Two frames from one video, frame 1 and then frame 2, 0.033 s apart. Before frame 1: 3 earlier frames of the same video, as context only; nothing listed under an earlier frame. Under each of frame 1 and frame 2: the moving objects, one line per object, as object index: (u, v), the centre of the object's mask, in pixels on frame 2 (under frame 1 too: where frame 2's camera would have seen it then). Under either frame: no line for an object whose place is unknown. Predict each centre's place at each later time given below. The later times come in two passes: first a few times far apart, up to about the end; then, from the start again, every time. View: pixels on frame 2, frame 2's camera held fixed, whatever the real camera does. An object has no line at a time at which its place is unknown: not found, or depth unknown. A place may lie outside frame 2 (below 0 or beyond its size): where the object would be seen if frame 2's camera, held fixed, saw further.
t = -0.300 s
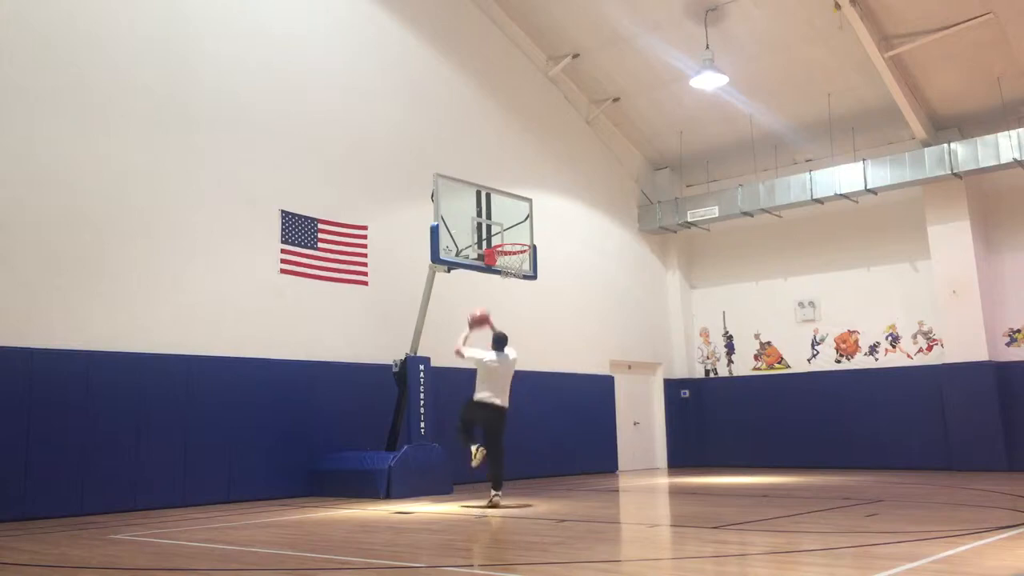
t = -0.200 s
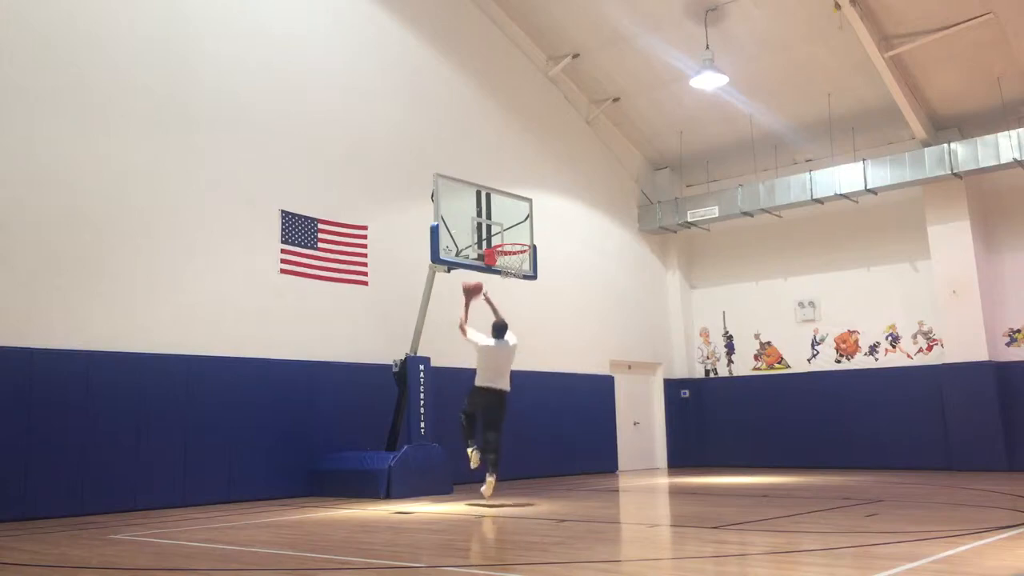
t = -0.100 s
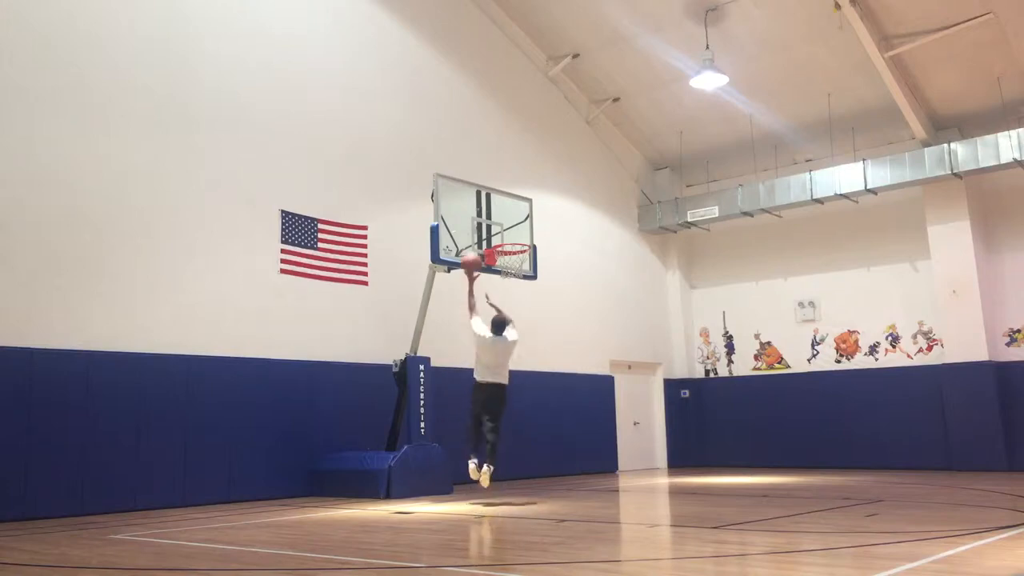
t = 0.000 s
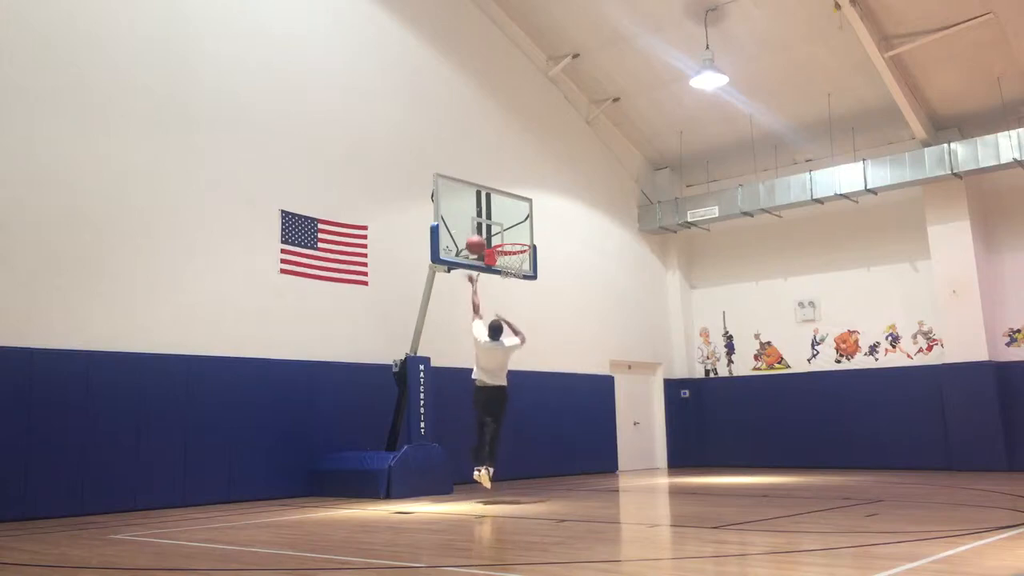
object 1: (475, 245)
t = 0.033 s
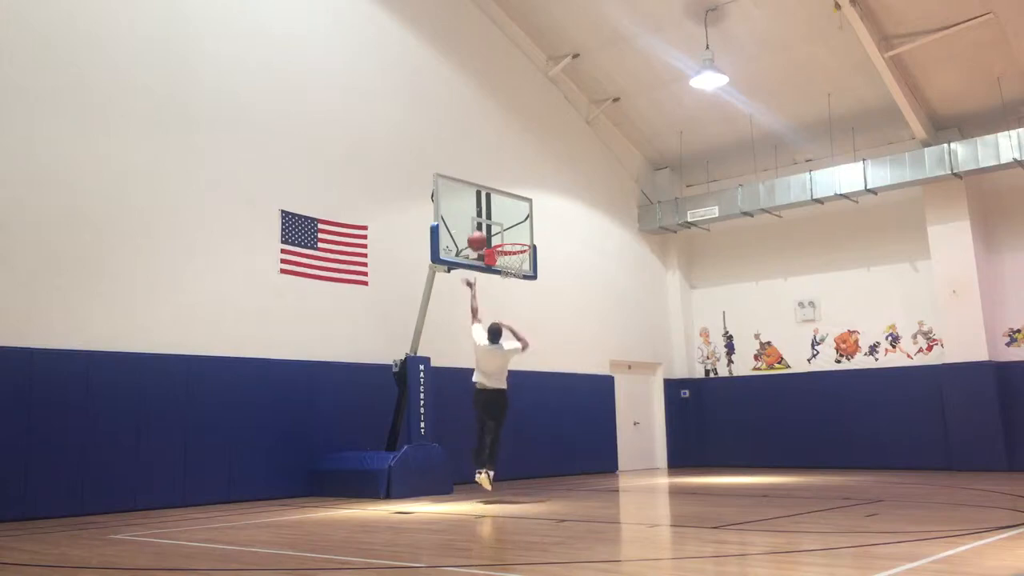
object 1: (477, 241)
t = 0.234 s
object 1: (487, 235)
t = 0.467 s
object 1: (514, 259)
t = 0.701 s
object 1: (529, 285)
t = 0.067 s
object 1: (478, 238)
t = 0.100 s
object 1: (480, 236)
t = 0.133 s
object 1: (481, 235)
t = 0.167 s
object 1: (482, 234)
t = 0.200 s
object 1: (484, 235)
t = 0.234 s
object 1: (487, 235)
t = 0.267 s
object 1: (491, 235)
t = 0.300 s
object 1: (494, 237)
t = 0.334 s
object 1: (497, 239)
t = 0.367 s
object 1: (502, 244)
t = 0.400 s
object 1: (506, 247)
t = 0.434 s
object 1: (510, 253)
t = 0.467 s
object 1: (514, 259)
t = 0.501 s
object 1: (518, 263)
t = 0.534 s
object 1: (519, 265)
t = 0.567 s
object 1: (521, 266)
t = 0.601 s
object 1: (524, 269)
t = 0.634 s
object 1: (525, 274)
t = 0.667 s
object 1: (527, 279)
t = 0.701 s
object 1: (529, 285)
